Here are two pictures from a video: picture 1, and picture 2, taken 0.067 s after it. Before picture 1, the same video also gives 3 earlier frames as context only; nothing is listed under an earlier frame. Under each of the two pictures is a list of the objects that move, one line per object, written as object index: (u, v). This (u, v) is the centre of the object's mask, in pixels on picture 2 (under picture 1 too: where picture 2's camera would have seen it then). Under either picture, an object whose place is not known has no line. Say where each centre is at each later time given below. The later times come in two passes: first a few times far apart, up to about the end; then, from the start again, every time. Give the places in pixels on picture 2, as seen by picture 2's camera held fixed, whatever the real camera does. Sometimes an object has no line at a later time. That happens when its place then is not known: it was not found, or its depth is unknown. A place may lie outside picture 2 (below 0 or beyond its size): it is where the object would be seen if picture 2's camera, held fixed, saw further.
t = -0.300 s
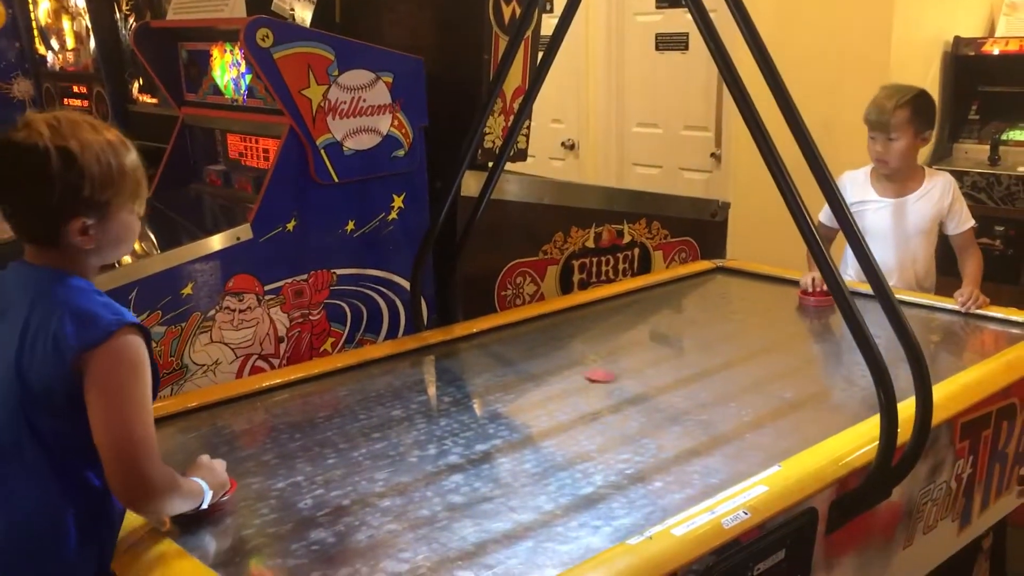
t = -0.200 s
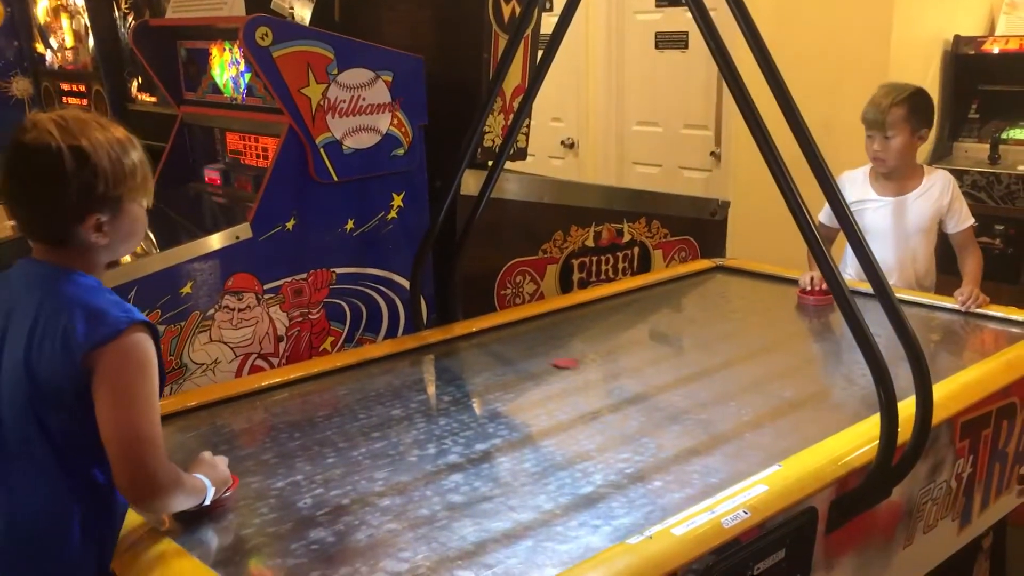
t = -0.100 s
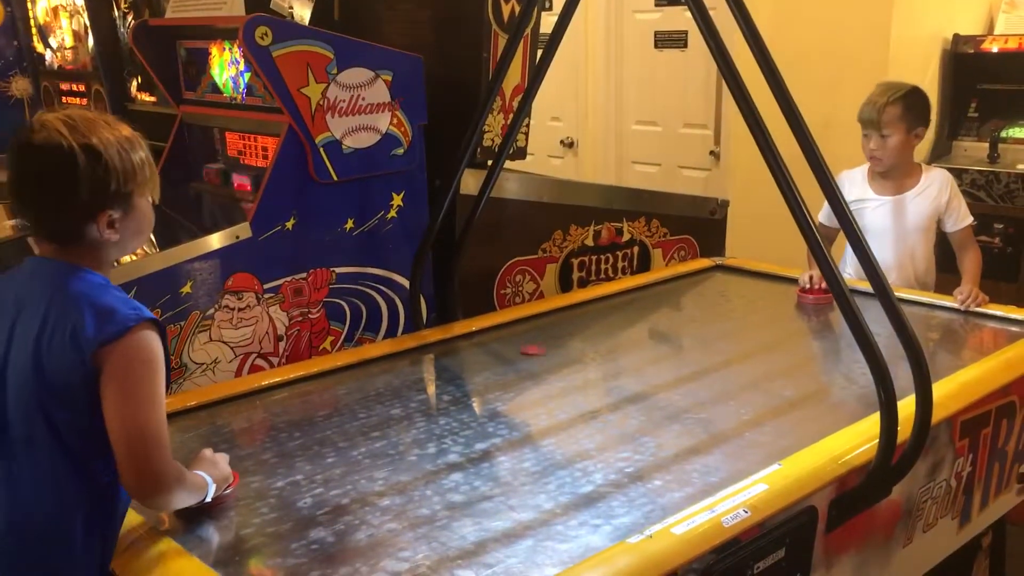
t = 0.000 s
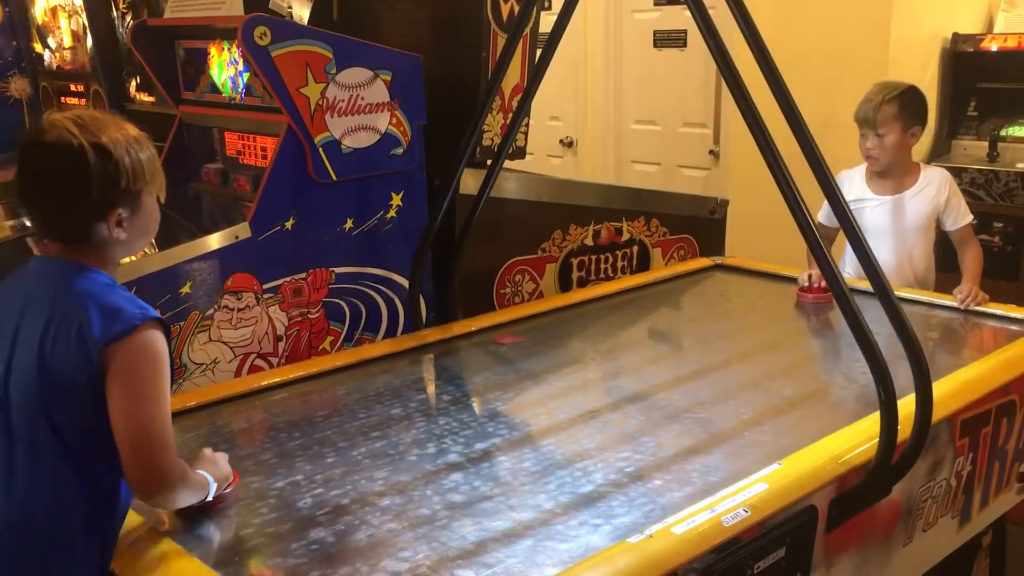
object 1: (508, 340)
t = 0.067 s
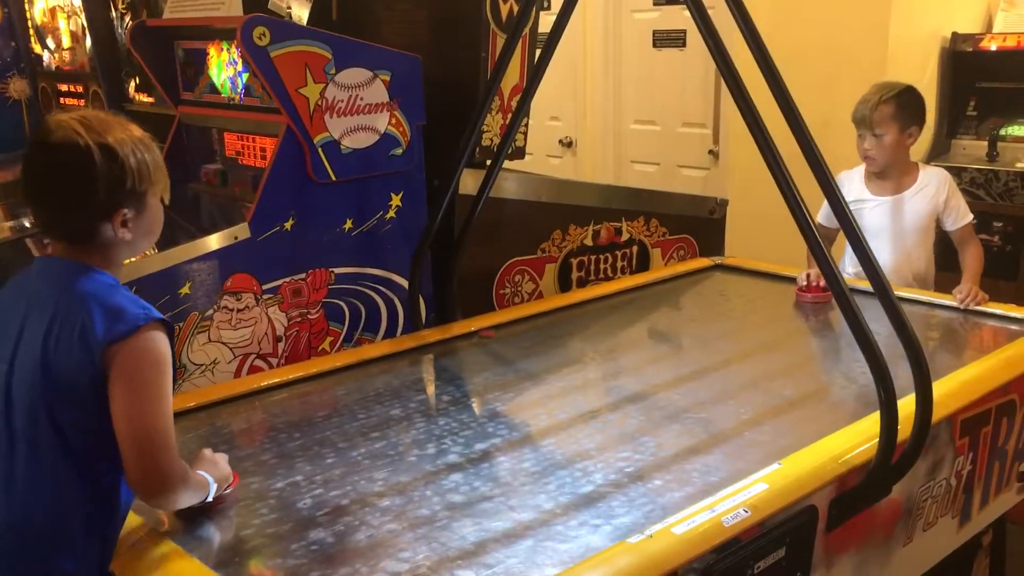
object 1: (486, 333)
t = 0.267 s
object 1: (535, 344)
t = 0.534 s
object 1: (622, 363)
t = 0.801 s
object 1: (715, 382)
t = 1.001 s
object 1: (797, 399)
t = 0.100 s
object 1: (489, 333)
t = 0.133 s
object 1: (499, 335)
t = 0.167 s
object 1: (512, 339)
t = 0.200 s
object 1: (518, 340)
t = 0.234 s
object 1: (526, 341)
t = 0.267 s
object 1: (535, 344)
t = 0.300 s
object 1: (546, 346)
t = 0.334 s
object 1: (556, 349)
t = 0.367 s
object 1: (568, 352)
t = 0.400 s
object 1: (578, 354)
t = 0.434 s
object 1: (588, 355)
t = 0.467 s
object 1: (599, 358)
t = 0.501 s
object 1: (609, 360)
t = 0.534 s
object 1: (622, 363)
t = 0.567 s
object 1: (632, 365)
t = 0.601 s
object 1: (643, 368)
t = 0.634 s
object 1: (655, 370)
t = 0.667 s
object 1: (668, 373)
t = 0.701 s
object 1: (680, 375)
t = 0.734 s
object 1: (691, 378)
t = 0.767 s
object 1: (704, 380)
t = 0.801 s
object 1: (715, 382)
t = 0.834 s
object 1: (729, 385)
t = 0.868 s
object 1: (742, 388)
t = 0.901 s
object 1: (754, 391)
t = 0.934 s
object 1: (768, 394)
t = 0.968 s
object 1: (782, 397)
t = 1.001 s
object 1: (797, 399)
